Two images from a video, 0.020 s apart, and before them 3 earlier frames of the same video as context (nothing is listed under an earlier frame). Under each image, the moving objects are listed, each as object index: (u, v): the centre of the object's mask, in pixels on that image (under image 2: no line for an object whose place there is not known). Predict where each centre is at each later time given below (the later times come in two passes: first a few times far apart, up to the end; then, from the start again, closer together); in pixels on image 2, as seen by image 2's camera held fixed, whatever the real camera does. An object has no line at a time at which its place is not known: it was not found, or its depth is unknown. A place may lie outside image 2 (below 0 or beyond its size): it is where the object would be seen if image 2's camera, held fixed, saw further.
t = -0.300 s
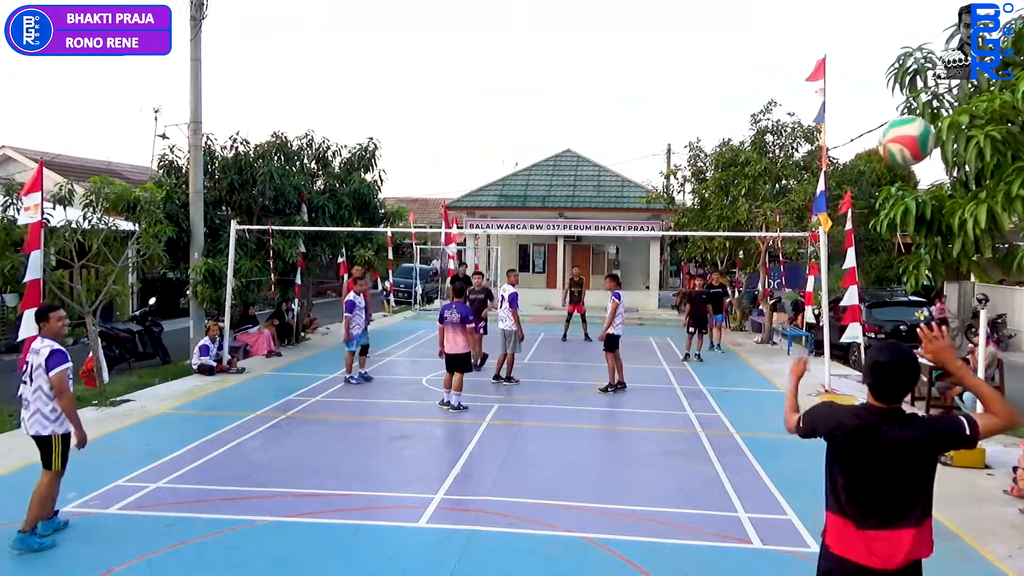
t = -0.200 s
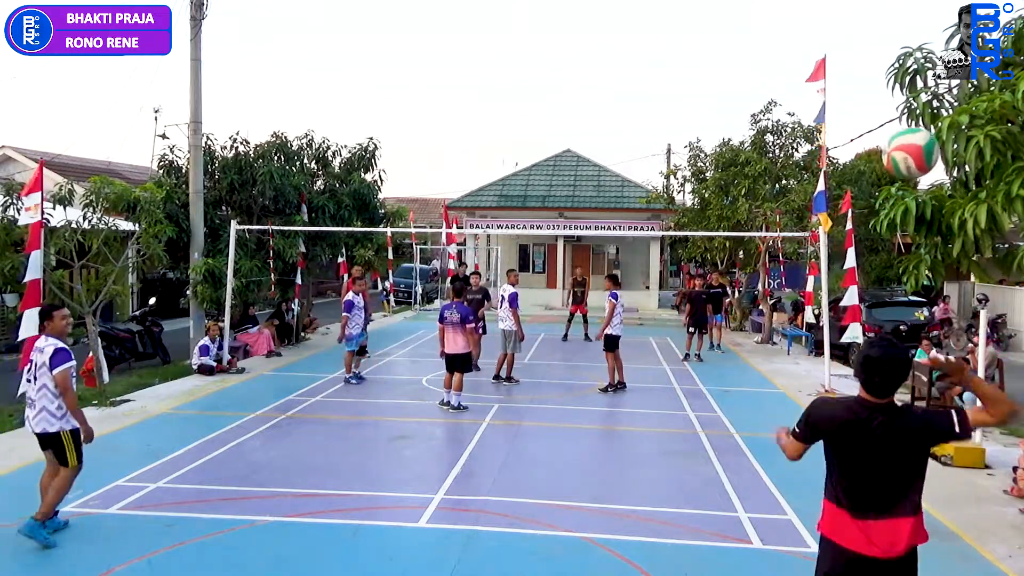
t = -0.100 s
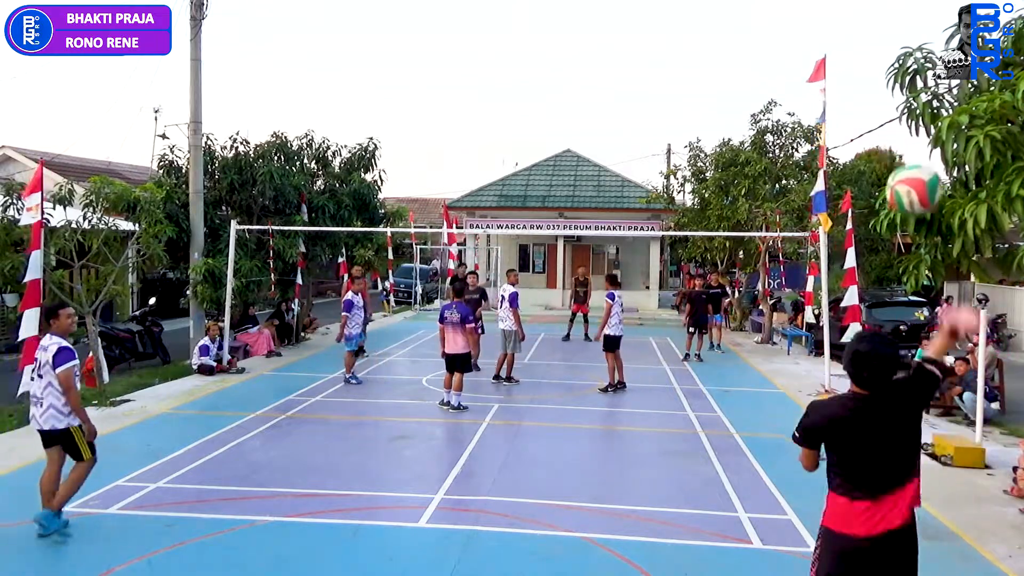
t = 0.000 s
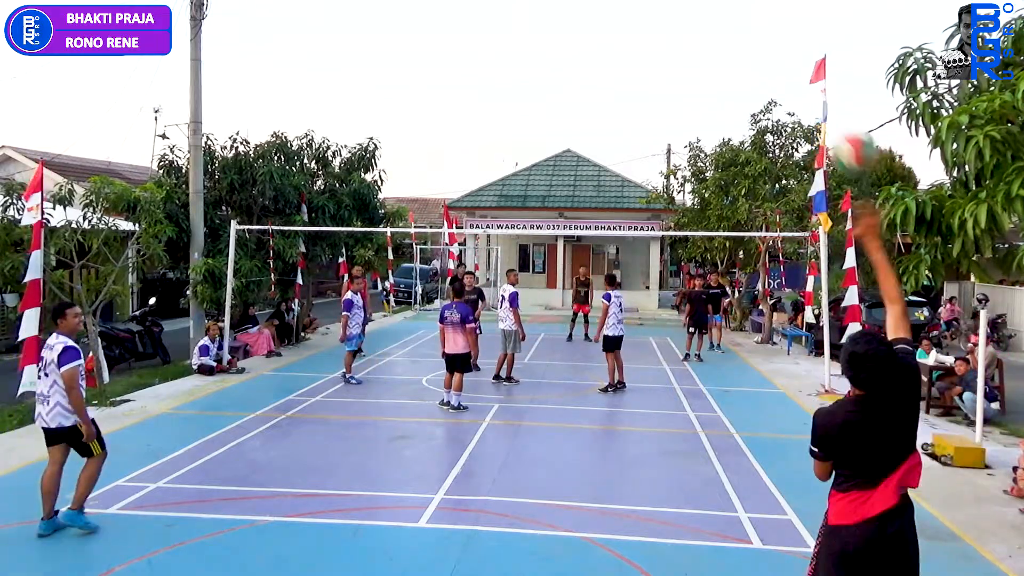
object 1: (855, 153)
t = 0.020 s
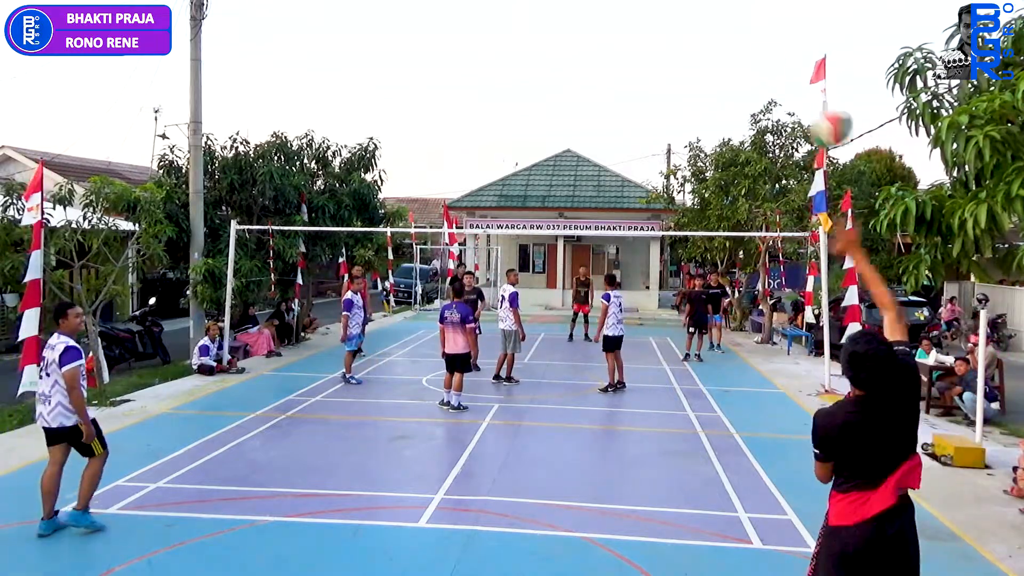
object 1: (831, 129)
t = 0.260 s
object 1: (686, 11)
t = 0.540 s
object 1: (614, 13)
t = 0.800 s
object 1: (579, 60)
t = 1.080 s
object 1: (553, 140)
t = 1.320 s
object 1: (534, 222)
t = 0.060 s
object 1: (795, 94)
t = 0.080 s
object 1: (780, 80)
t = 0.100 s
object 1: (766, 67)
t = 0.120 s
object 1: (753, 55)
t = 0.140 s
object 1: (741, 45)
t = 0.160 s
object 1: (730, 37)
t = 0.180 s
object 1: (720, 29)
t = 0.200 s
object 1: (711, 23)
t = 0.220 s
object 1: (702, 18)
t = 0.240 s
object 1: (694, 14)
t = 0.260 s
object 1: (686, 11)
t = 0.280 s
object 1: (679, 10)
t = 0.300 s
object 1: (672, 8)
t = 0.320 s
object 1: (666, 8)
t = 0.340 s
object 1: (660, 7)
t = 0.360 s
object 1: (654, 7)
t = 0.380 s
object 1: (649, 6)
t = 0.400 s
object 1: (644, 6)
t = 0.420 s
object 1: (639, 6)
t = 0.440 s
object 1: (634, 7)
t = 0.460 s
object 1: (630, 7)
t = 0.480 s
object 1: (626, 8)
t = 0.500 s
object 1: (622, 9)
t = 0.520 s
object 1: (618, 10)
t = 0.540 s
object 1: (614, 13)
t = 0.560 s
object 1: (610, 15)
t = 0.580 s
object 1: (607, 18)
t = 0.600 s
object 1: (604, 21)
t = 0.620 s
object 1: (600, 24)
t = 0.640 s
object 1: (597, 27)
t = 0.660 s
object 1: (595, 30)
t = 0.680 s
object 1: (592, 34)
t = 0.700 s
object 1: (590, 38)
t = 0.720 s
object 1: (588, 42)
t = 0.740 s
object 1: (585, 47)
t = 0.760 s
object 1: (583, 51)
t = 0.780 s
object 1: (581, 55)
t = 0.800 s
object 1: (579, 60)
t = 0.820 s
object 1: (577, 64)
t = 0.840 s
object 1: (575, 70)
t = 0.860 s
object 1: (573, 75)
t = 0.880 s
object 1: (571, 80)
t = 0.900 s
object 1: (569, 86)
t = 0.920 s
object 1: (567, 91)
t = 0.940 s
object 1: (565, 97)
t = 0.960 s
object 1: (564, 103)
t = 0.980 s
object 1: (562, 109)
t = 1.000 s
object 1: (560, 115)
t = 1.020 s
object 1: (558, 121)
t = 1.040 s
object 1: (557, 127)
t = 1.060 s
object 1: (555, 134)
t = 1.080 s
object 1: (553, 140)
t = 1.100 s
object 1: (552, 147)
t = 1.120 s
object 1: (550, 154)
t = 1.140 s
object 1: (549, 159)
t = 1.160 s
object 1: (546, 166)
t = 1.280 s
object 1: (537, 208)
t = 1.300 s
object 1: (535, 214)
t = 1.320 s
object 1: (534, 222)
